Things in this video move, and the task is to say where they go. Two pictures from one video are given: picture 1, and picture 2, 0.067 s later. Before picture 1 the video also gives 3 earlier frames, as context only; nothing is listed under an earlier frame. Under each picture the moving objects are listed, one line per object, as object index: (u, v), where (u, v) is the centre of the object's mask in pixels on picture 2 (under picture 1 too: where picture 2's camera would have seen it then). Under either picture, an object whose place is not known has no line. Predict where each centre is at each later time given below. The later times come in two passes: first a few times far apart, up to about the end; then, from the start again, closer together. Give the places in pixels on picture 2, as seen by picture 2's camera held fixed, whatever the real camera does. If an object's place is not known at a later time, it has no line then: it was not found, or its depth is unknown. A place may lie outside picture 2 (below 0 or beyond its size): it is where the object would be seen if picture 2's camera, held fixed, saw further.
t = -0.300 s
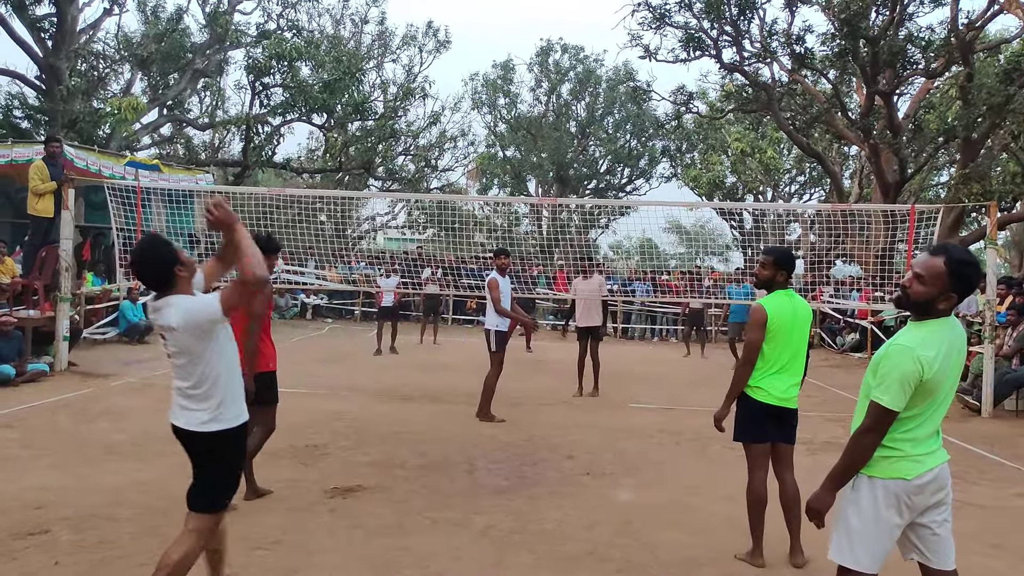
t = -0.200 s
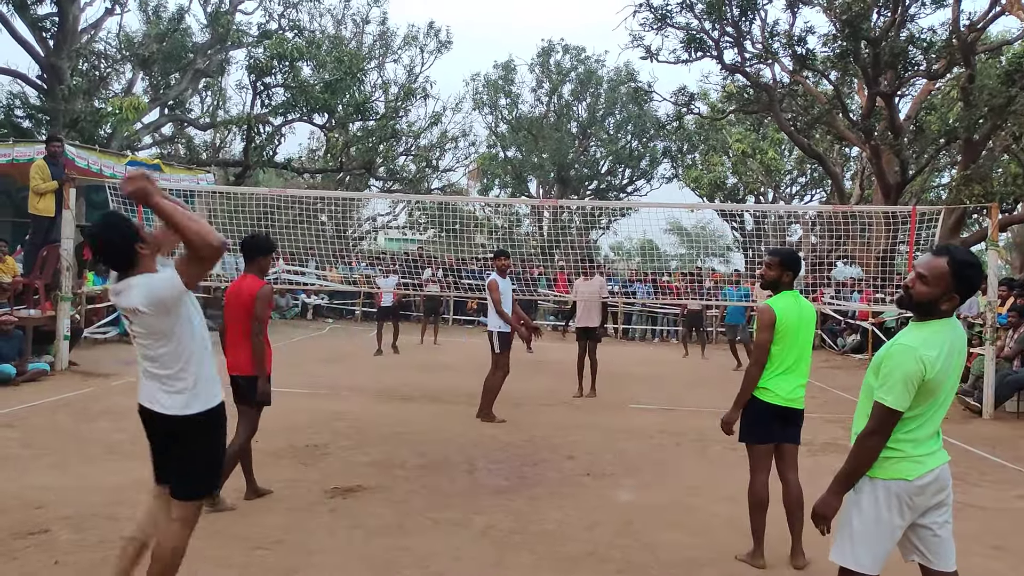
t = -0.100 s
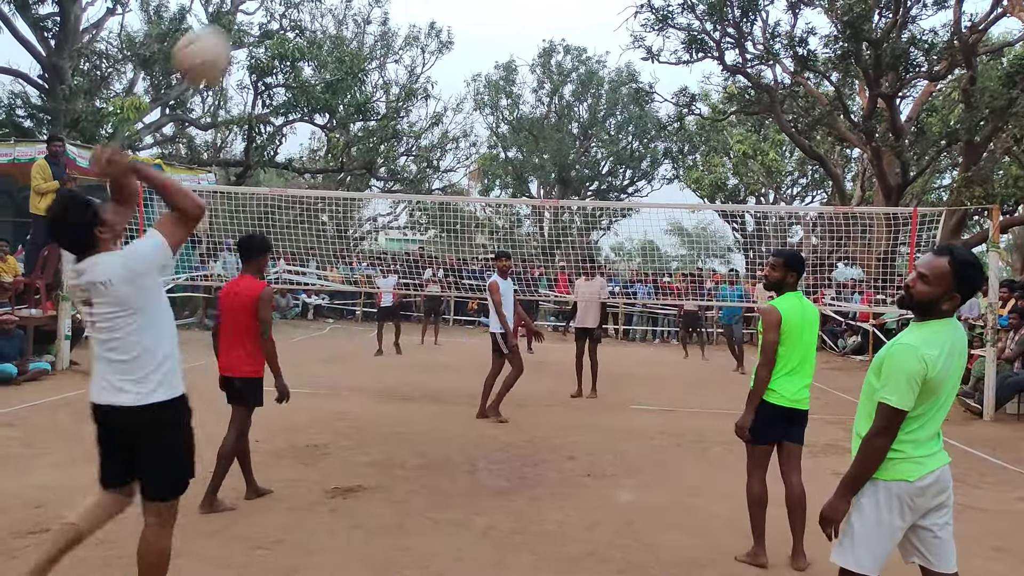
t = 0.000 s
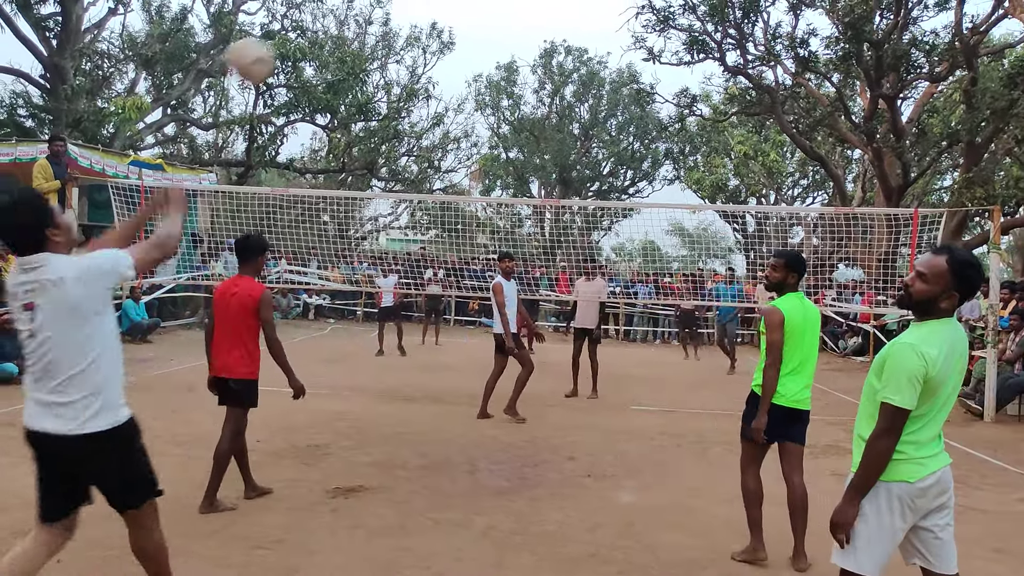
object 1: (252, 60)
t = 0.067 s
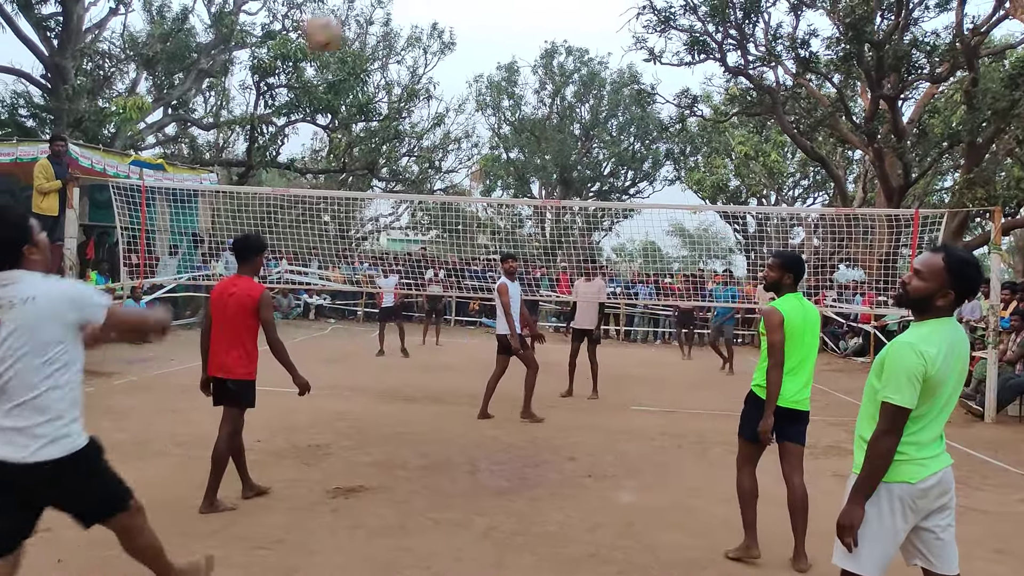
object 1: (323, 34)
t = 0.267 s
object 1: (441, 20)
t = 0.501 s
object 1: (507, 61)
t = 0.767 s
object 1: (542, 134)
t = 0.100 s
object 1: (350, 25)
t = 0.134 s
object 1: (373, 20)
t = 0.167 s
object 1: (394, 18)
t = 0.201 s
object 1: (412, 17)
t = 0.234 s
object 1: (428, 18)
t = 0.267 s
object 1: (441, 20)
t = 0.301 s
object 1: (454, 23)
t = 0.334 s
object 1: (465, 28)
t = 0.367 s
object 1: (475, 33)
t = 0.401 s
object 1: (484, 39)
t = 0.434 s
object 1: (492, 46)
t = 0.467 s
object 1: (500, 53)
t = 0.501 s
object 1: (507, 61)
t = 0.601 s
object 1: (524, 86)
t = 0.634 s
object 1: (529, 96)
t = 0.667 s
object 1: (534, 105)
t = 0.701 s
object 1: (537, 114)
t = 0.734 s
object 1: (539, 123)
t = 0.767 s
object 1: (542, 134)
